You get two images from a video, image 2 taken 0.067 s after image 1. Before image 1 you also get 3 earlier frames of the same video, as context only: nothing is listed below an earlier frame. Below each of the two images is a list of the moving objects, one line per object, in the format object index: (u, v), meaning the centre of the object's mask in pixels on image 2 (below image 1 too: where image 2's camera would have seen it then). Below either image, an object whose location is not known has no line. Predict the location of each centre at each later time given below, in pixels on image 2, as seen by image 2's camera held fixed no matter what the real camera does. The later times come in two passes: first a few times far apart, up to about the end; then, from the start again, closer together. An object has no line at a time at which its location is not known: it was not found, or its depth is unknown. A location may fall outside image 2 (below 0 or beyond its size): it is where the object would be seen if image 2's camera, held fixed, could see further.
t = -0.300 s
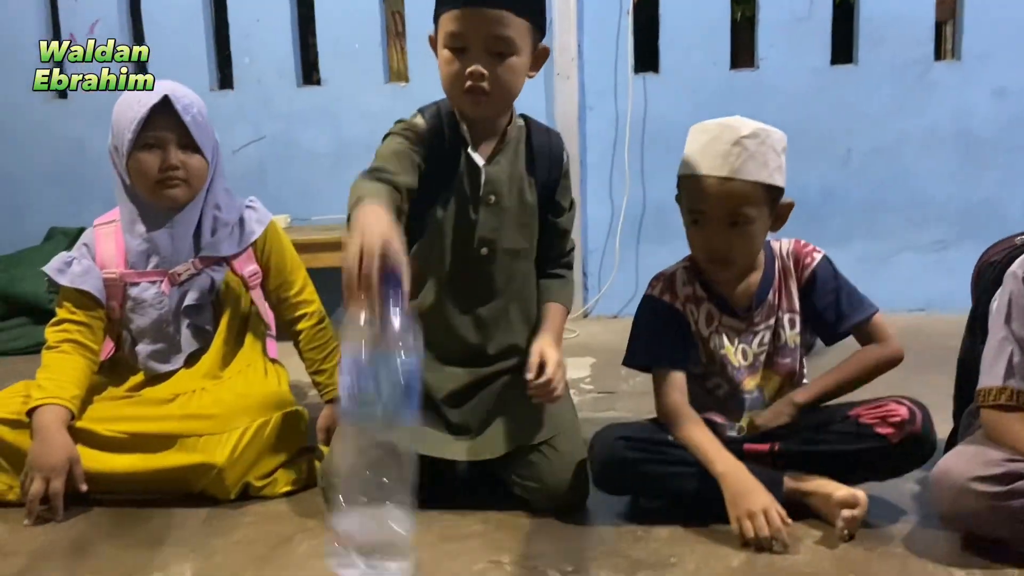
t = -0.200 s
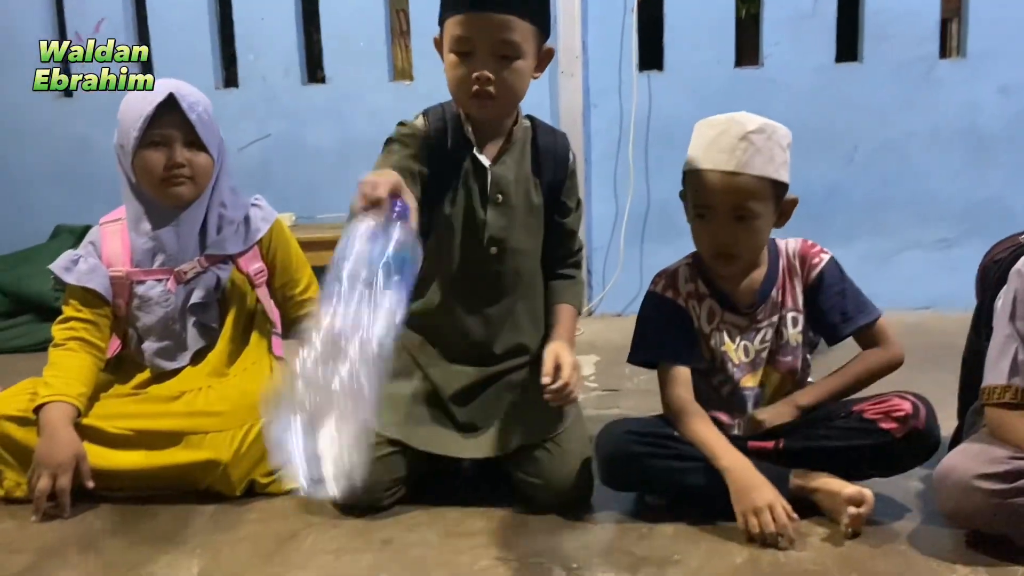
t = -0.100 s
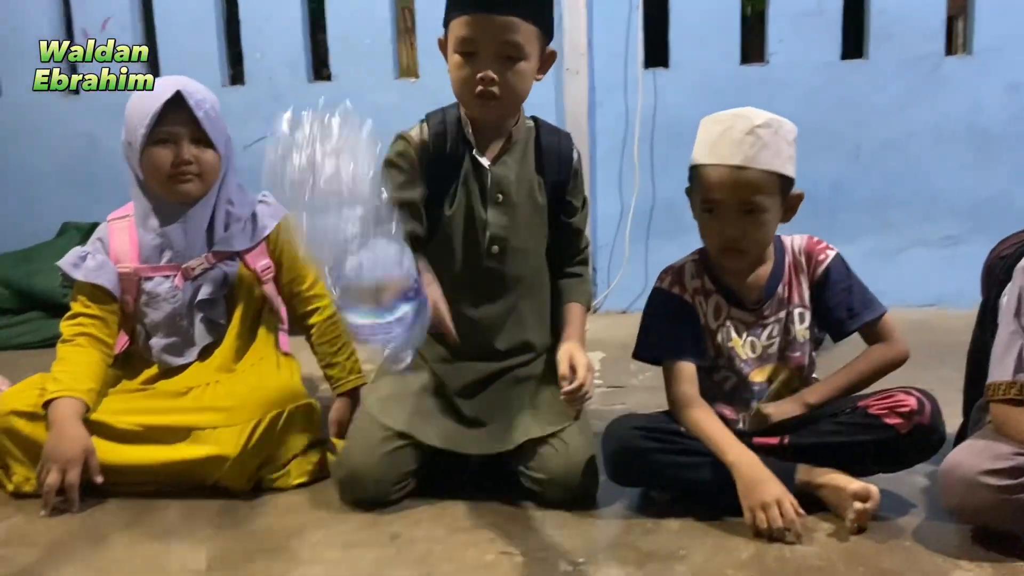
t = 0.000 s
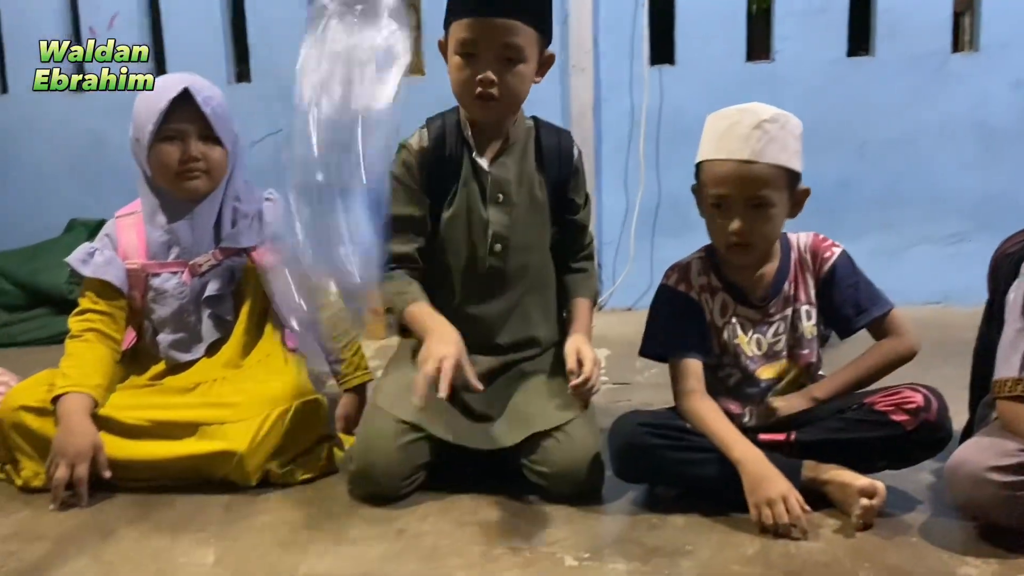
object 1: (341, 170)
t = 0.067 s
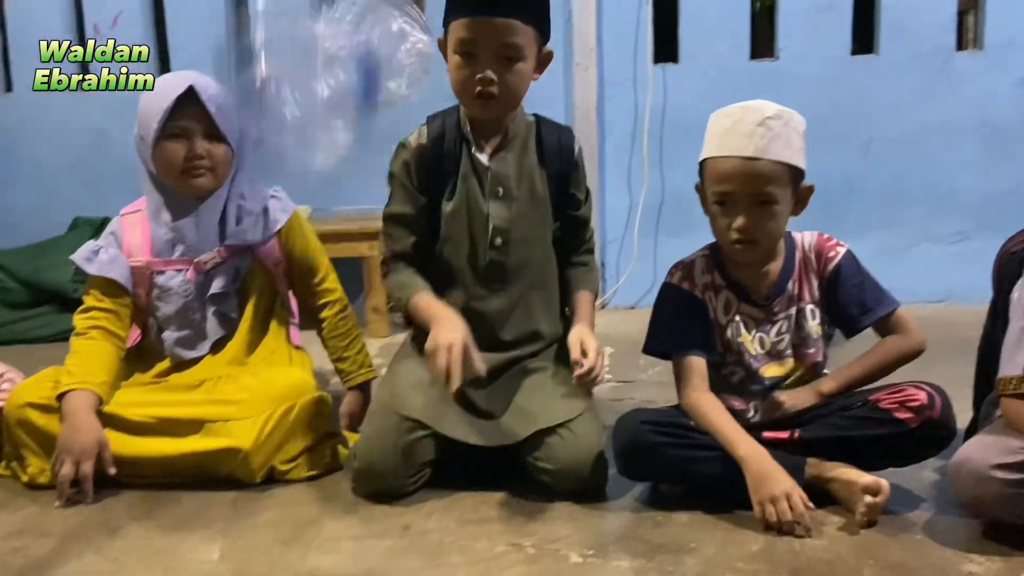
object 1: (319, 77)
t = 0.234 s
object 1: (410, 171)
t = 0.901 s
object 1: (493, 553)
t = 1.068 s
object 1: (469, 549)
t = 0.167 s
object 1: (391, 108)
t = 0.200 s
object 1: (399, 136)
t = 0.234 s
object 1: (410, 171)
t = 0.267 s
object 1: (424, 236)
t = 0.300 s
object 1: (437, 326)
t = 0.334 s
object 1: (447, 416)
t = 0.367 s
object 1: (464, 472)
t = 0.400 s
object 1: (480, 479)
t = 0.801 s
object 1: (495, 555)
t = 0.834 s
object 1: (492, 554)
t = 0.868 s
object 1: (492, 554)
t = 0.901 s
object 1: (493, 553)
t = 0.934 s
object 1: (491, 552)
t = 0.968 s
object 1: (488, 552)
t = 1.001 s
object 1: (482, 551)
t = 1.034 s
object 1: (475, 550)
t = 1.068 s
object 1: (469, 549)
